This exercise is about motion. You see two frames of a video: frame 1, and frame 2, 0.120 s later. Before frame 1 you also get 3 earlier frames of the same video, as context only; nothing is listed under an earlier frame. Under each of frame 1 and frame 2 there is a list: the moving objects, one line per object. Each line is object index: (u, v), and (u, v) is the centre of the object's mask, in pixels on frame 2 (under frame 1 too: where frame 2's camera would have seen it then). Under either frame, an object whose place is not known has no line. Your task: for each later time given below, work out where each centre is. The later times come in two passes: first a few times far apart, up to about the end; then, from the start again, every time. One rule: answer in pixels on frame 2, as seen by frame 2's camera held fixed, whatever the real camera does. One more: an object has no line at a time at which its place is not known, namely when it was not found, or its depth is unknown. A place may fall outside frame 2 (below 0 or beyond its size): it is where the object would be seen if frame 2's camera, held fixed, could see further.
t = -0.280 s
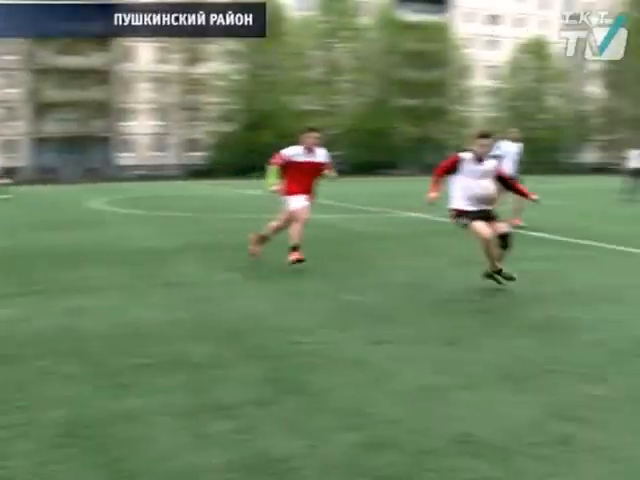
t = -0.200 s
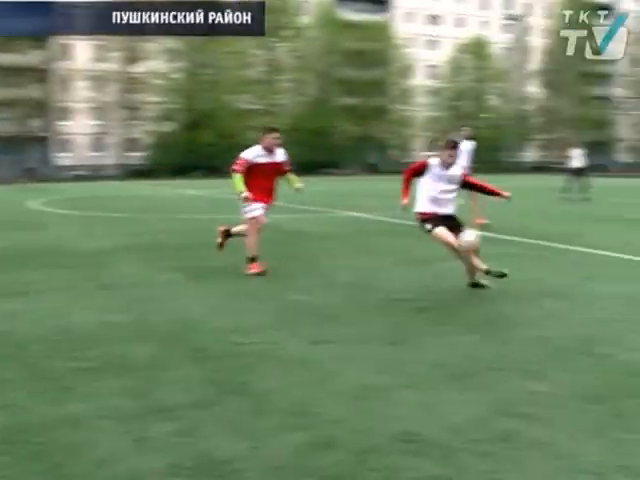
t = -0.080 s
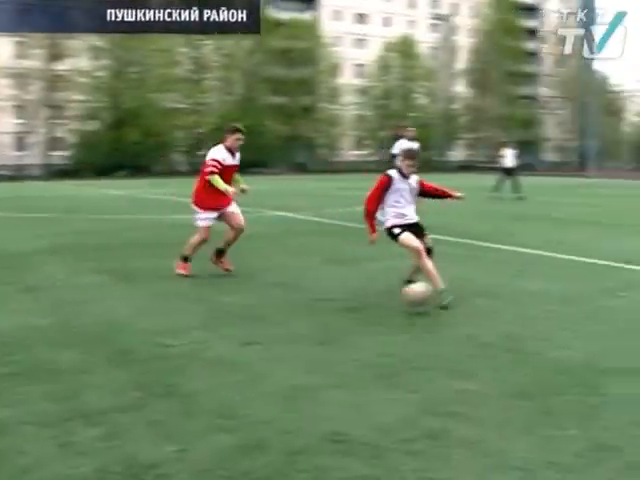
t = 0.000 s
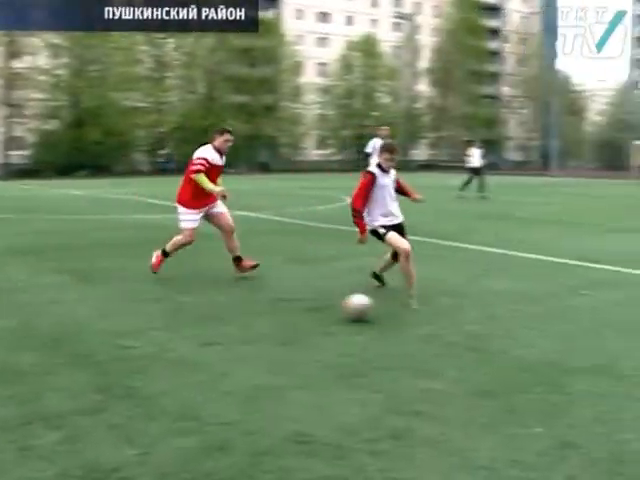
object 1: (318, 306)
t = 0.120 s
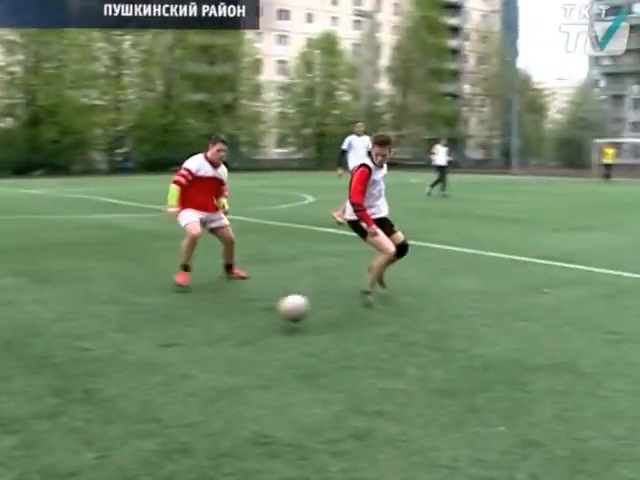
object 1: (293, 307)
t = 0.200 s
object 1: (273, 321)
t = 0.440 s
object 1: (220, 340)
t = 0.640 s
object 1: (166, 355)
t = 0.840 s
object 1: (104, 373)
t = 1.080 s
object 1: (15, 399)
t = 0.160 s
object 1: (284, 312)
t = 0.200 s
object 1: (273, 321)
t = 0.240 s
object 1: (264, 325)
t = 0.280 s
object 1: (256, 323)
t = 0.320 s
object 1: (247, 326)
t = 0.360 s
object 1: (239, 329)
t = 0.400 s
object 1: (230, 336)
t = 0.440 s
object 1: (220, 340)
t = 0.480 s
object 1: (210, 342)
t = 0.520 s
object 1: (200, 346)
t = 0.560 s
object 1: (189, 349)
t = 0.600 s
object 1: (178, 352)
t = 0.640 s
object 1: (166, 355)
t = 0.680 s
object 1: (155, 359)
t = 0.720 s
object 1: (142, 362)
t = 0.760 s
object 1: (130, 366)
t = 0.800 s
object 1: (118, 369)
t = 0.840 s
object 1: (104, 373)
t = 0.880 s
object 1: (90, 377)
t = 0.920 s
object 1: (76, 381)
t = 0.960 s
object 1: (62, 385)
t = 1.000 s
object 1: (46, 389)
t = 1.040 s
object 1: (31, 394)
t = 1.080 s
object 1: (15, 399)
